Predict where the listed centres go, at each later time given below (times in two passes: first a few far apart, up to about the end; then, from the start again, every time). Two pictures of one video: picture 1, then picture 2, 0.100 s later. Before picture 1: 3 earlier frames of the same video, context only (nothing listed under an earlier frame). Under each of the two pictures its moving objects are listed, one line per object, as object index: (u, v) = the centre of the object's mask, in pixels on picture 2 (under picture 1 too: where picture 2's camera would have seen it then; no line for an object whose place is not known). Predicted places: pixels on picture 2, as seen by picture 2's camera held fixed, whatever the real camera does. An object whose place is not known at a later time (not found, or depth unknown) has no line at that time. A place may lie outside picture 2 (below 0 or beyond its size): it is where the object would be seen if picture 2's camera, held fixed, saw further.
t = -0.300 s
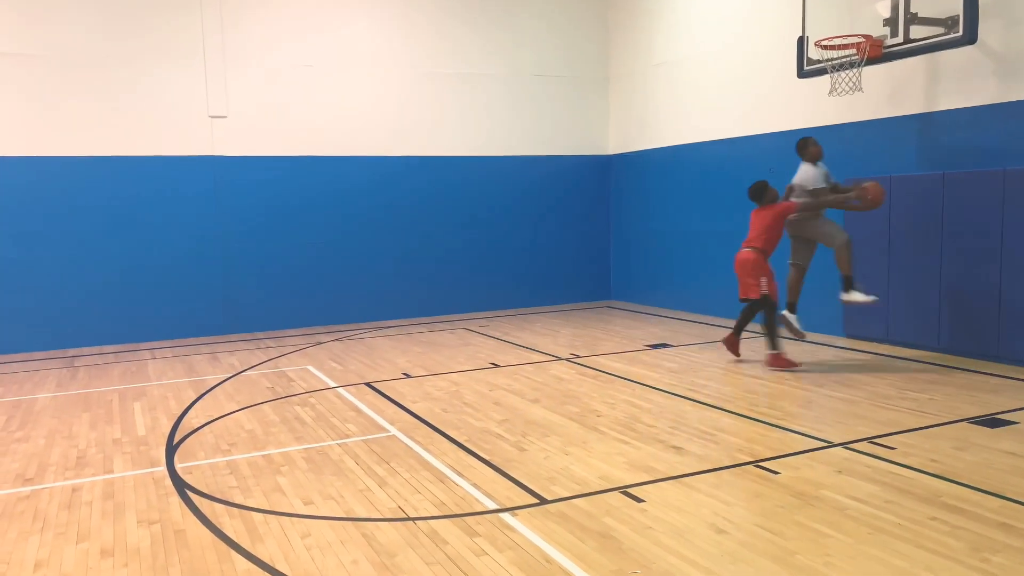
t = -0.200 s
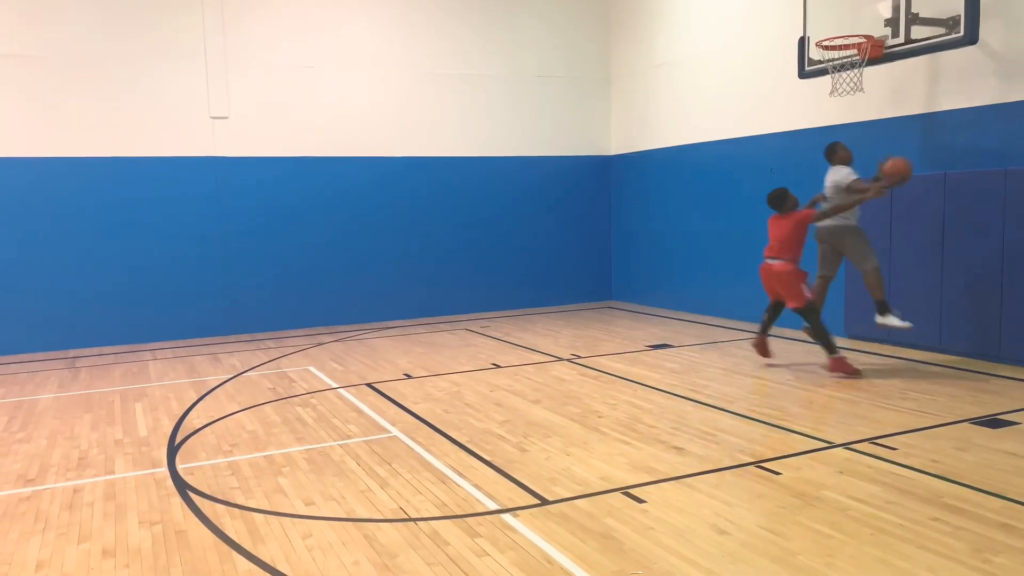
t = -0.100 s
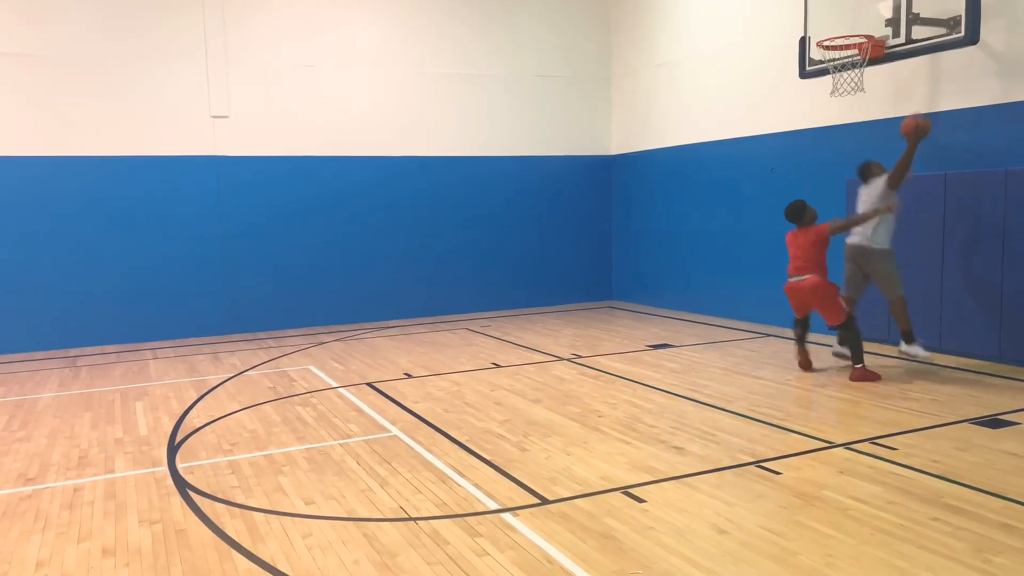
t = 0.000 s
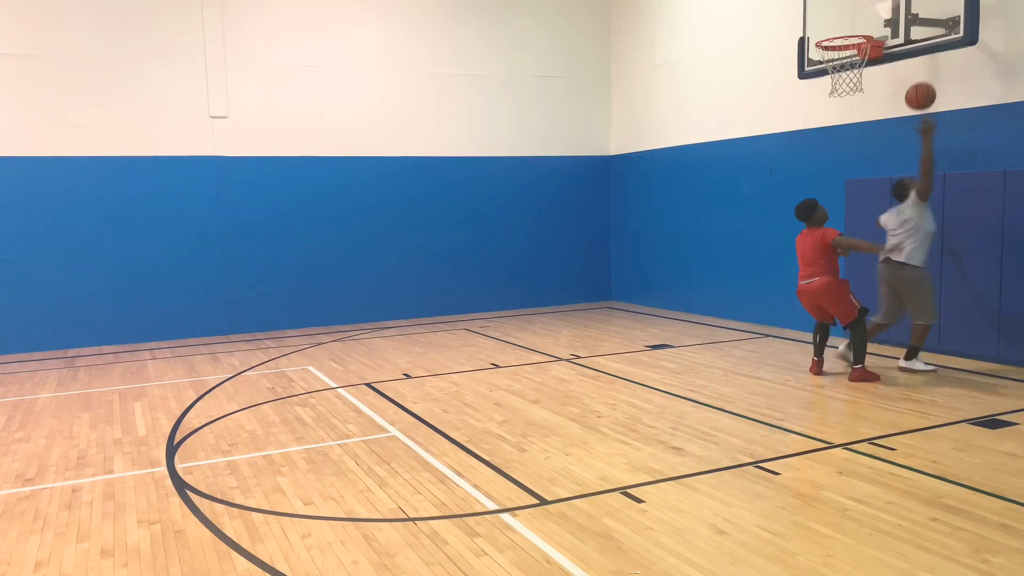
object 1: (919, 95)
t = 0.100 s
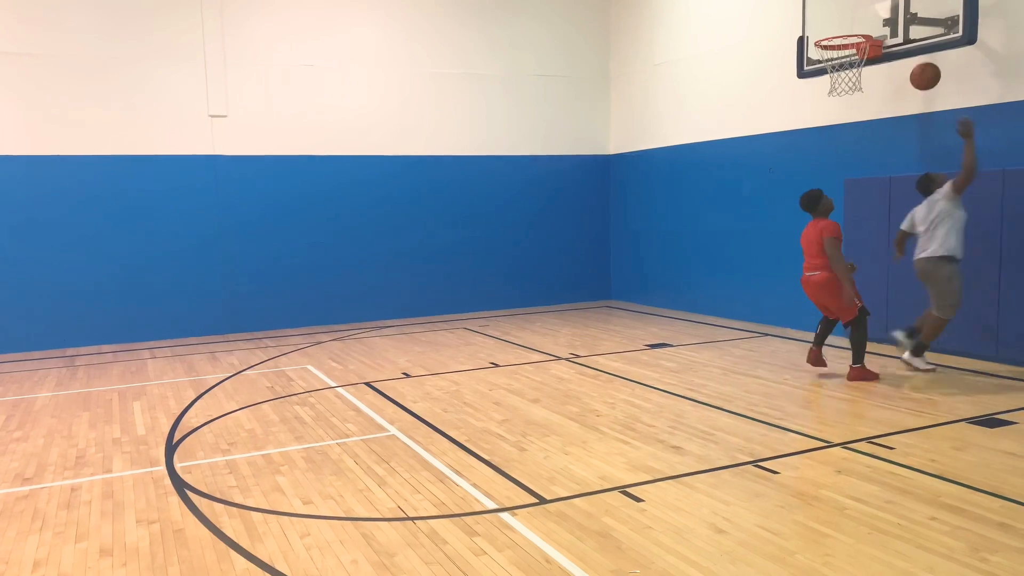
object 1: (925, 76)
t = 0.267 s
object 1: (934, 70)
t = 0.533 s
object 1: (945, 121)
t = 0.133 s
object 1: (927, 72)
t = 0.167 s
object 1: (929, 70)
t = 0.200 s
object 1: (931, 68)
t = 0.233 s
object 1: (932, 69)
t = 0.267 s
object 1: (934, 70)
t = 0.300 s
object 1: (935, 72)
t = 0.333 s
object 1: (937, 76)
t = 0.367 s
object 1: (938, 80)
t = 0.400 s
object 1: (940, 86)
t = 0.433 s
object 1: (941, 93)
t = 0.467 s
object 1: (942, 101)
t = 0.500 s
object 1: (944, 111)
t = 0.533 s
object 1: (945, 121)
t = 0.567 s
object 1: (946, 132)
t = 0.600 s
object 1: (947, 145)
